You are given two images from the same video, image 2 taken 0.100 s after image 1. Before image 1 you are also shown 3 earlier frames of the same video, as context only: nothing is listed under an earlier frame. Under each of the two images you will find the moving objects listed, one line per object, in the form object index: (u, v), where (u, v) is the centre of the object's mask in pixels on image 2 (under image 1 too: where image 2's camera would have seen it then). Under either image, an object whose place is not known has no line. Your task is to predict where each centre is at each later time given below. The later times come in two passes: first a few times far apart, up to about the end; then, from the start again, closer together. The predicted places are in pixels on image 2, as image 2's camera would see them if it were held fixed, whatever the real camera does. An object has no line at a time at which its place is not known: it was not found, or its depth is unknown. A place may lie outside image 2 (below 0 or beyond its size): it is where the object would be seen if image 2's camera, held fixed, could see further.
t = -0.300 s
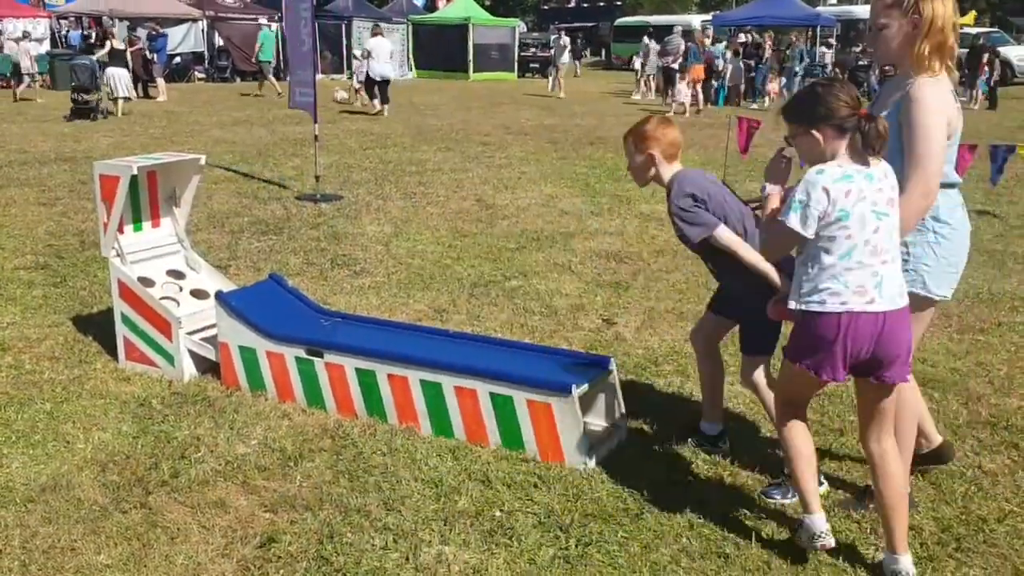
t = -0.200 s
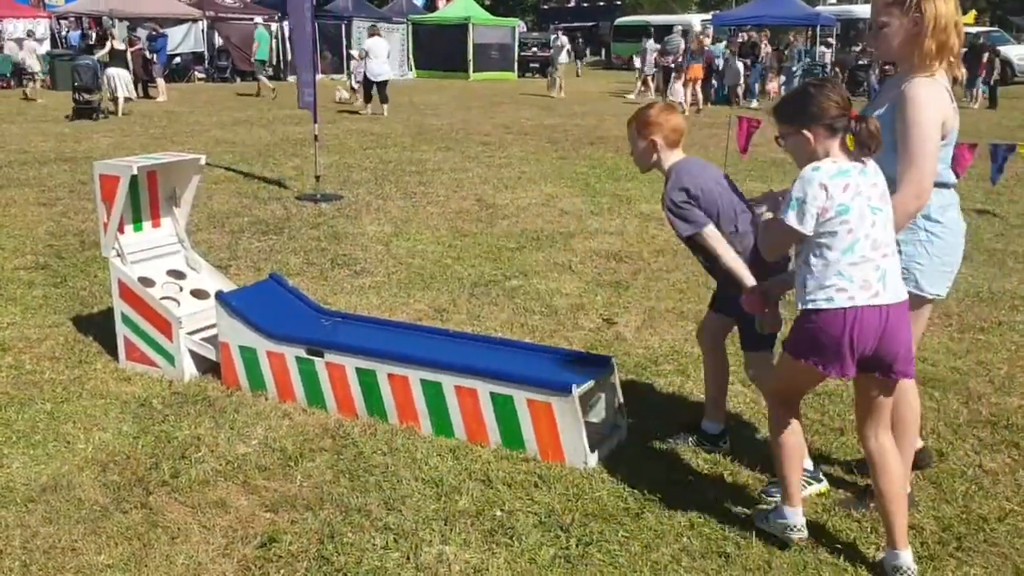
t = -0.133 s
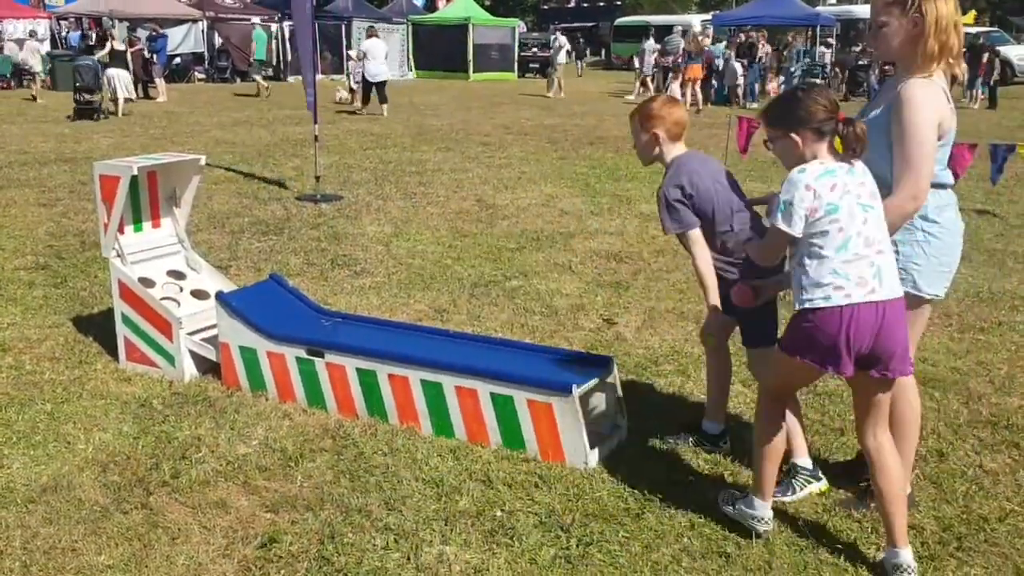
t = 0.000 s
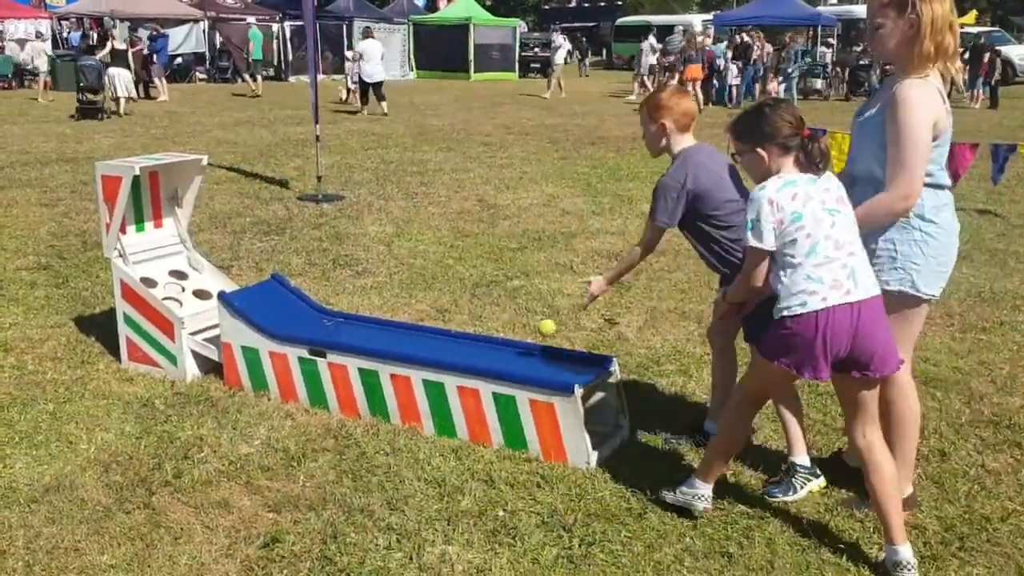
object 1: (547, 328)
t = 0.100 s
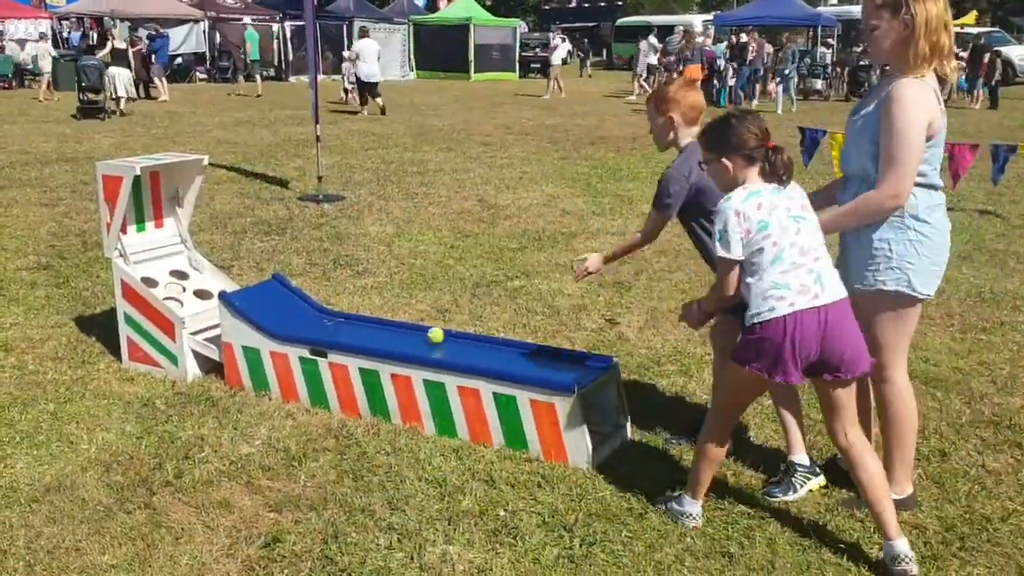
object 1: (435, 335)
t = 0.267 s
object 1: (295, 301)
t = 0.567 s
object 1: (192, 210)
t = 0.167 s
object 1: (377, 313)
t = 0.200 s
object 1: (349, 306)
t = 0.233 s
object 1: (321, 302)
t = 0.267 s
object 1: (295, 301)
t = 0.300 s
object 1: (279, 287)
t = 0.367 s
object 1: (257, 252)
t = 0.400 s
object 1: (246, 239)
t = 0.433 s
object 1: (234, 228)
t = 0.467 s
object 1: (224, 220)
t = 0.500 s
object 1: (213, 213)
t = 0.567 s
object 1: (192, 210)
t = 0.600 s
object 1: (182, 211)
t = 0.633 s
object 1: (172, 216)
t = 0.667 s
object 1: (163, 222)
